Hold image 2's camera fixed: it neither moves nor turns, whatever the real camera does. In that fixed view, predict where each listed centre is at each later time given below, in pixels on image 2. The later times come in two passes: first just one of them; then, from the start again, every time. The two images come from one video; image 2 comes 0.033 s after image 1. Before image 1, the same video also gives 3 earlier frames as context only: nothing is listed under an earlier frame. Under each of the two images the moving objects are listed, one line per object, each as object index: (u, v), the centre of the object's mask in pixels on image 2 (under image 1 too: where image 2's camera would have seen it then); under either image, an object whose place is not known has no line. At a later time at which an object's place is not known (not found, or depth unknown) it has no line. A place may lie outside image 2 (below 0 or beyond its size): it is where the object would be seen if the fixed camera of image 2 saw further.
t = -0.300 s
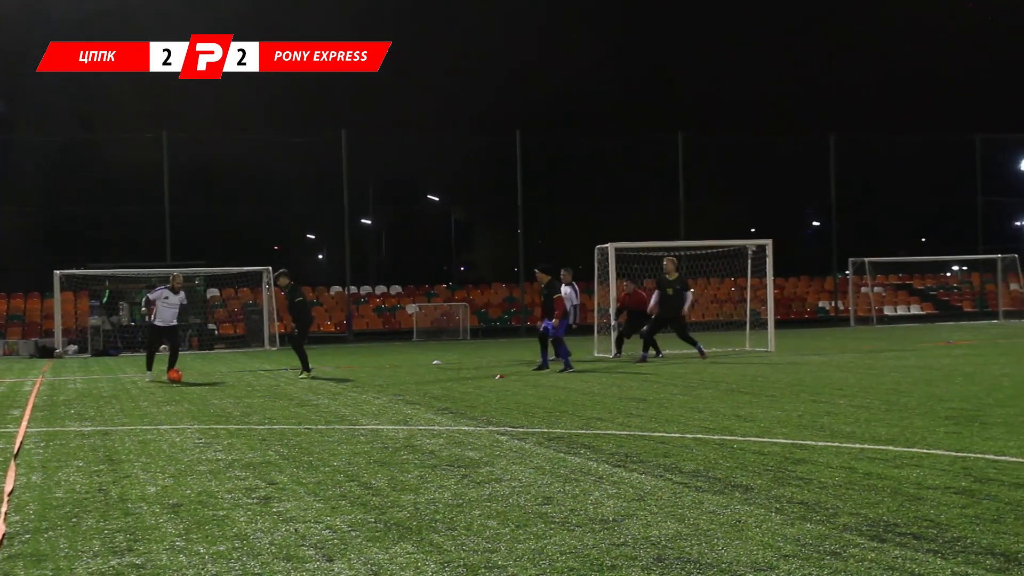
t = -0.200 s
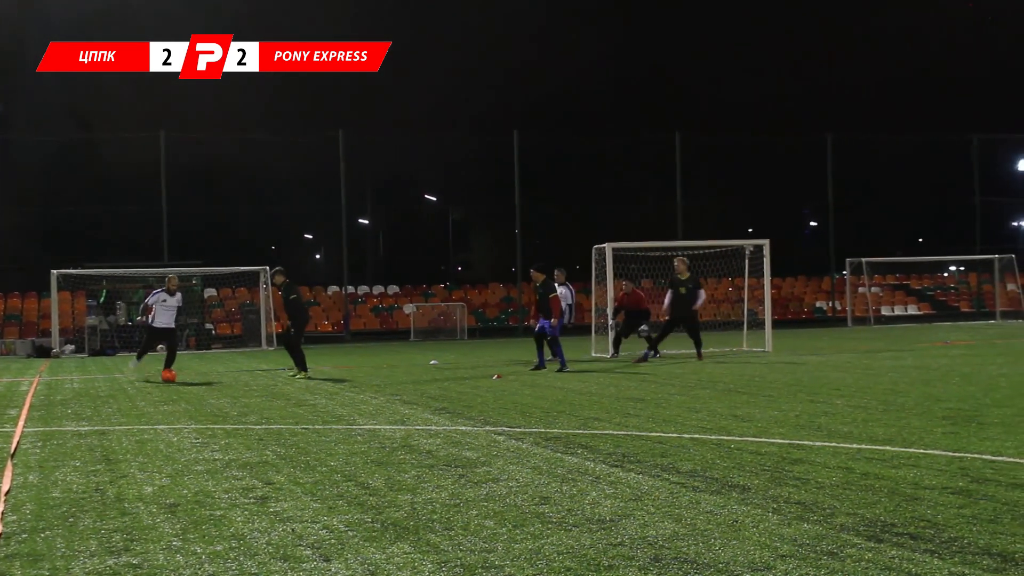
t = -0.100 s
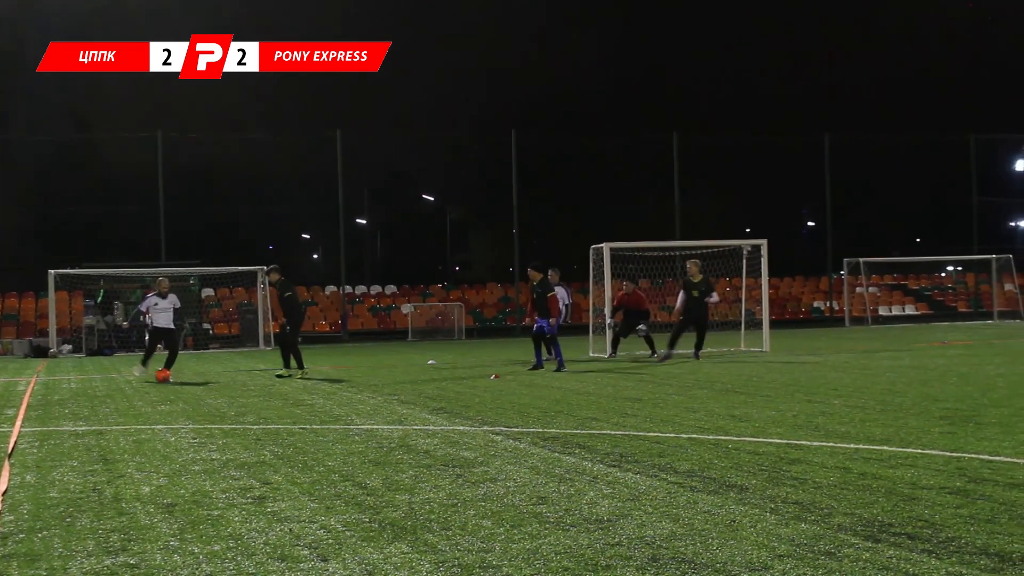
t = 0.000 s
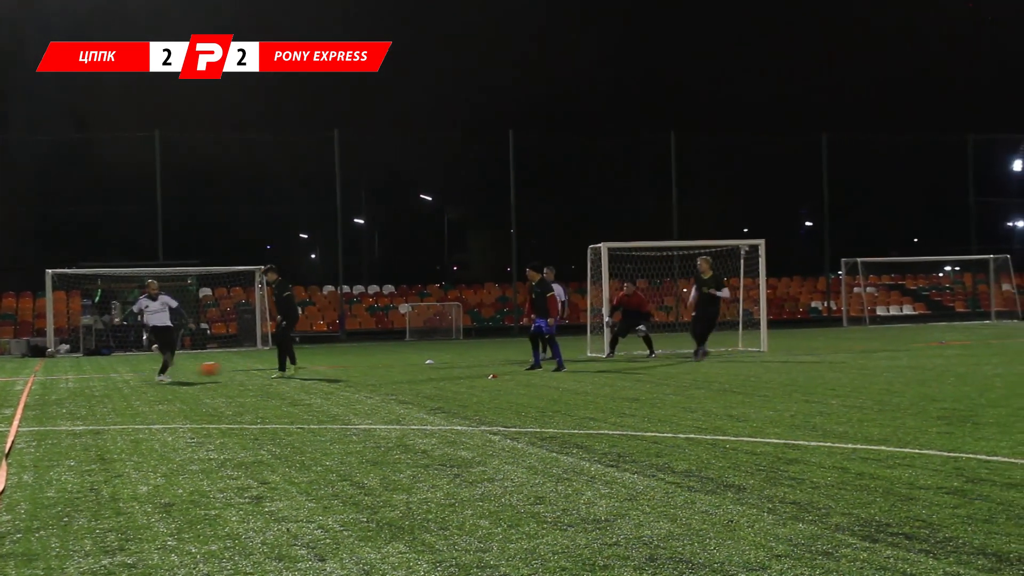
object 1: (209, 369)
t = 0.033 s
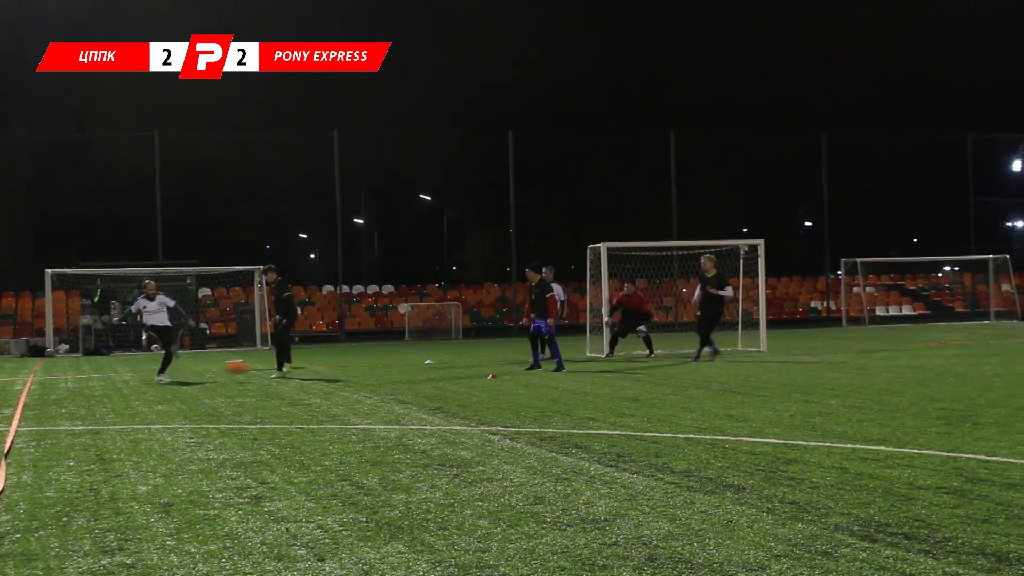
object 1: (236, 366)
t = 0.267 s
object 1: (445, 374)
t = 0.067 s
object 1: (264, 365)
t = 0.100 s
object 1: (293, 364)
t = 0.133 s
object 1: (321, 365)
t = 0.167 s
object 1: (351, 365)
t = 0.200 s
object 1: (382, 367)
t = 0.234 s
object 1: (413, 370)
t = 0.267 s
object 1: (445, 374)
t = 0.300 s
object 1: (474, 374)
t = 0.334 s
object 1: (500, 370)
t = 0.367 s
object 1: (527, 367)
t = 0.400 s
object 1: (554, 365)
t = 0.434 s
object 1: (579, 364)
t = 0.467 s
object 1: (605, 364)
